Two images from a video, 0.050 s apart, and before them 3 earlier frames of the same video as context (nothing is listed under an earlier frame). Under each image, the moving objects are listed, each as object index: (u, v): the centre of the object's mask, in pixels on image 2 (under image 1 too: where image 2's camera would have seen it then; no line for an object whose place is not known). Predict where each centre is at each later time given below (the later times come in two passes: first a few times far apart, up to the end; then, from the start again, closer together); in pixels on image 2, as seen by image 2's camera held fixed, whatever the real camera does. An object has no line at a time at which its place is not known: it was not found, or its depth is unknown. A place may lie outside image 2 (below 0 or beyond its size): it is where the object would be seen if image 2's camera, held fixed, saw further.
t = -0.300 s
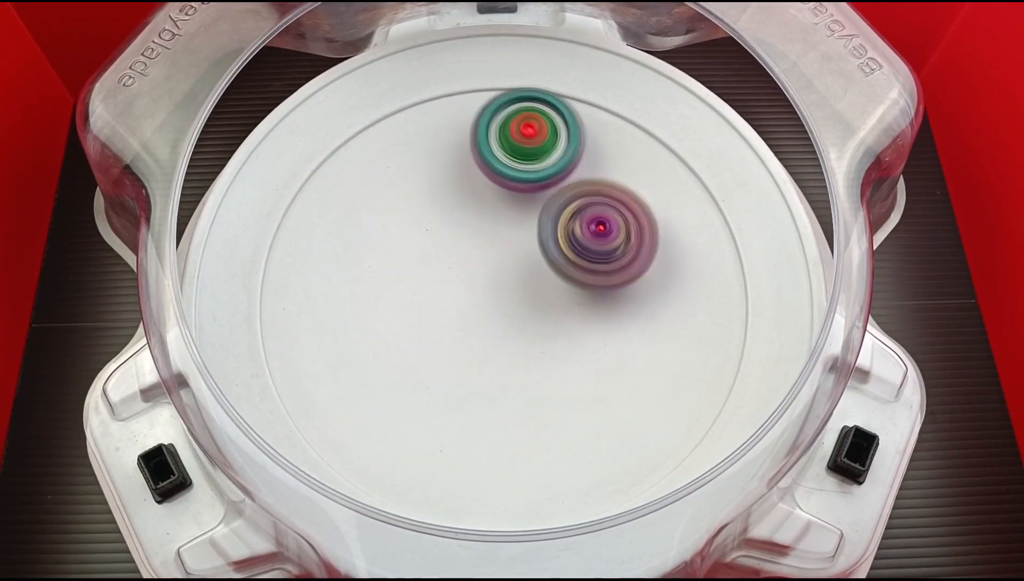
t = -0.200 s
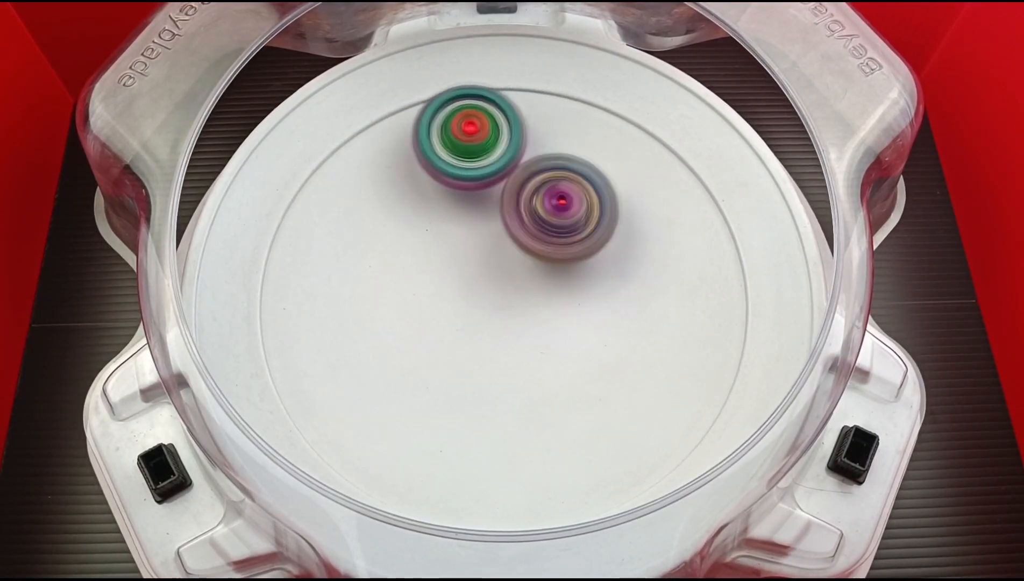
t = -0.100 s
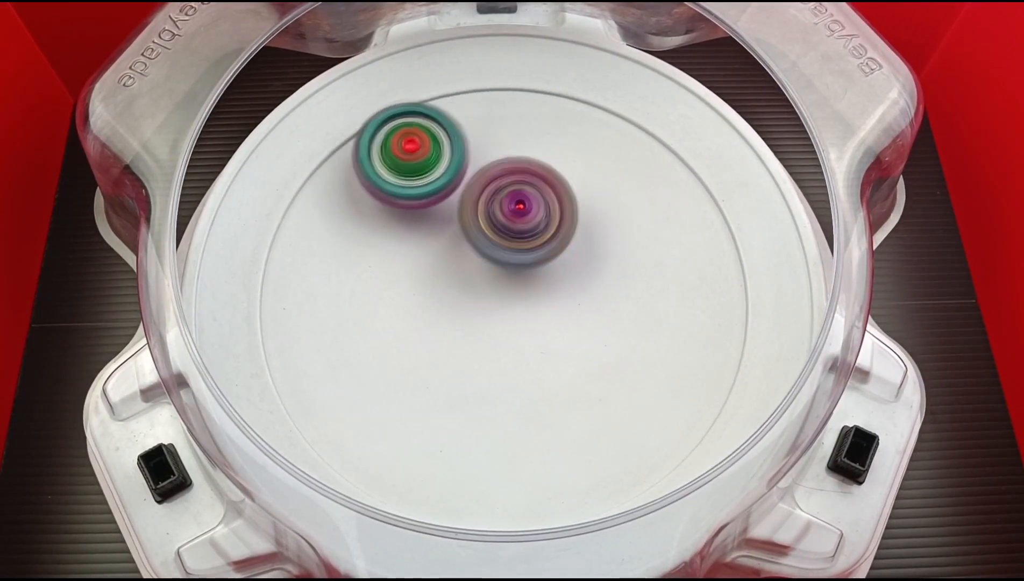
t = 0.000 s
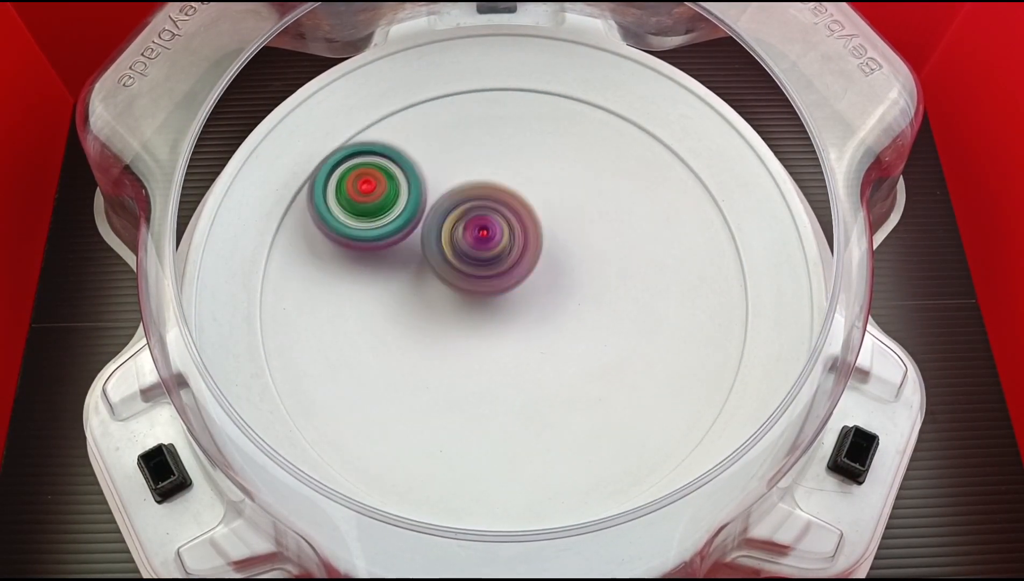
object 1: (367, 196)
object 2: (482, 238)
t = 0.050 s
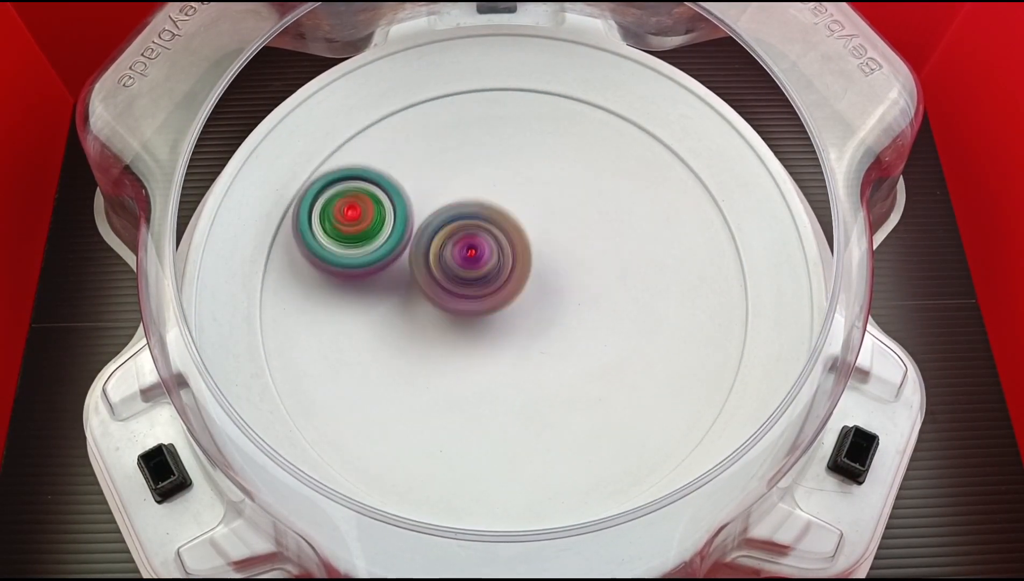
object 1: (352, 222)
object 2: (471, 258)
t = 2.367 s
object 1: (599, 382)
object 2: (457, 262)
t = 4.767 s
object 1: (397, 276)
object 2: (585, 280)
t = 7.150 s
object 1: (419, 321)
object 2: (538, 274)
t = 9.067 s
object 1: (541, 224)
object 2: (522, 337)
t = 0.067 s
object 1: (348, 231)
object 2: (469, 266)
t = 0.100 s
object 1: (342, 250)
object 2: (468, 280)
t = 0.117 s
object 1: (340, 260)
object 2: (469, 287)
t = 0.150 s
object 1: (342, 280)
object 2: (472, 300)
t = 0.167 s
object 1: (344, 290)
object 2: (474, 305)
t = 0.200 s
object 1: (351, 310)
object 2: (482, 315)
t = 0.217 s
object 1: (355, 319)
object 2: (486, 319)
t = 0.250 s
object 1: (365, 335)
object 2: (498, 326)
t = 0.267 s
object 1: (371, 344)
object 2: (505, 329)
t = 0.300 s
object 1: (387, 358)
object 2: (520, 332)
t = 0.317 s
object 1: (395, 364)
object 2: (528, 333)
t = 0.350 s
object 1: (413, 375)
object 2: (543, 332)
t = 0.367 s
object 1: (422, 379)
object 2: (551, 331)
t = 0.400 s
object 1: (443, 386)
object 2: (562, 327)
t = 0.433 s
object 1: (464, 390)
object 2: (575, 321)
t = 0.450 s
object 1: (473, 391)
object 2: (582, 316)
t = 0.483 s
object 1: (491, 393)
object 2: (594, 306)
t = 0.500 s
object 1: (501, 393)
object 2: (599, 301)
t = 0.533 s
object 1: (519, 392)
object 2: (606, 289)
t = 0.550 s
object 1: (528, 390)
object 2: (608, 283)
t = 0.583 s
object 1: (548, 385)
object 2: (609, 271)
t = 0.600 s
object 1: (558, 381)
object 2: (609, 266)
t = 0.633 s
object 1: (575, 373)
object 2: (604, 255)
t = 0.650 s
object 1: (581, 372)
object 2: (604, 245)
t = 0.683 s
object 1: (592, 367)
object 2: (600, 225)
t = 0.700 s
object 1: (598, 363)
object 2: (597, 217)
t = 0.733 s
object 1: (608, 353)
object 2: (589, 201)
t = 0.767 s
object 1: (617, 343)
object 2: (579, 189)
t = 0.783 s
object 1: (621, 337)
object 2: (572, 183)
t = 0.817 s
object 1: (627, 325)
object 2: (558, 175)
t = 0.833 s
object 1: (629, 318)
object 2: (549, 173)
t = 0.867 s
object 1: (630, 305)
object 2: (533, 171)
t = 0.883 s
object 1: (630, 299)
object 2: (524, 172)
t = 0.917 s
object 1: (628, 286)
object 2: (507, 175)
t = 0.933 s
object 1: (626, 279)
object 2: (498, 179)
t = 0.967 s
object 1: (621, 267)
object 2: (482, 187)
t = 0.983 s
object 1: (617, 261)
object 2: (475, 194)
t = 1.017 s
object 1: (609, 250)
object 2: (463, 206)
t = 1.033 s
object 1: (604, 245)
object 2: (458, 214)
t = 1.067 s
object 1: (594, 235)
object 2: (449, 230)
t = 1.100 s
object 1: (583, 228)
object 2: (446, 248)
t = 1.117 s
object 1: (577, 225)
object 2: (445, 257)
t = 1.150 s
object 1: (564, 220)
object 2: (447, 275)
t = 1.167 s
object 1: (558, 218)
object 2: (448, 284)
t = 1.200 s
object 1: (544, 215)
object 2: (456, 301)
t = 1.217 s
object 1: (537, 214)
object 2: (461, 310)
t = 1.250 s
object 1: (522, 213)
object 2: (473, 324)
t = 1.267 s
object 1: (515, 214)
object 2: (481, 331)
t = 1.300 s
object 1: (502, 216)
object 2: (496, 341)
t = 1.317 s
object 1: (495, 217)
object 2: (506, 346)
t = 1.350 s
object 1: (483, 221)
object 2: (524, 353)
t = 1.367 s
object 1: (478, 224)
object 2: (533, 355)
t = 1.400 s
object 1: (467, 230)
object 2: (551, 357)
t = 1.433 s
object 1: (457, 237)
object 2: (568, 357)
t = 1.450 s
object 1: (453, 241)
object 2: (576, 356)
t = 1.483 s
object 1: (444, 250)
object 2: (590, 350)
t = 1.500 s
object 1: (441, 254)
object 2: (596, 347)
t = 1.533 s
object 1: (434, 264)
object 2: (607, 340)
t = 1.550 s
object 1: (431, 269)
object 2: (611, 334)
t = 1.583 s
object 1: (426, 279)
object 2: (618, 323)
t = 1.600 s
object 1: (424, 284)
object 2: (620, 317)
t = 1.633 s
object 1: (422, 294)
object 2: (622, 303)
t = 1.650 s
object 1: (421, 300)
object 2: (621, 296)
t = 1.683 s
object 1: (421, 310)
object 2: (617, 282)
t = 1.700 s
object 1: (422, 314)
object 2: (614, 275)
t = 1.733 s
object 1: (424, 324)
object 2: (605, 263)
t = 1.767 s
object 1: (427, 332)
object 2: (593, 252)
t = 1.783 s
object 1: (429, 336)
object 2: (587, 247)
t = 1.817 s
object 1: (434, 344)
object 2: (572, 241)
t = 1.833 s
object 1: (437, 347)
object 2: (565, 237)
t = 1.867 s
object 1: (443, 353)
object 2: (551, 234)
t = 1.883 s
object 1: (446, 356)
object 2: (543, 233)
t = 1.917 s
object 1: (454, 360)
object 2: (529, 232)
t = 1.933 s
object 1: (457, 362)
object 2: (522, 234)
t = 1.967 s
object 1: (465, 365)
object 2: (508, 237)
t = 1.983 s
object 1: (469, 366)
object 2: (502, 240)
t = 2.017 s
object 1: (476, 369)
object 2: (491, 248)
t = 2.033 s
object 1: (479, 375)
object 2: (487, 246)
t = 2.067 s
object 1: (485, 384)
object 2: (481, 244)
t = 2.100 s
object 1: (494, 388)
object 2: (477, 247)
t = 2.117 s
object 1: (500, 388)
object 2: (475, 249)
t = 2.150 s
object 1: (512, 387)
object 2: (473, 255)
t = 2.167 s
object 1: (518, 386)
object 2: (472, 259)
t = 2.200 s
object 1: (530, 382)
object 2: (472, 268)
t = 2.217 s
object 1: (536, 380)
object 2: (472, 272)
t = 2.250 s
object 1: (553, 388)
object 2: (469, 269)
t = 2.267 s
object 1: (561, 391)
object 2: (466, 266)
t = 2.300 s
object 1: (577, 392)
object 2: (462, 262)
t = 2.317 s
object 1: (584, 391)
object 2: (461, 261)
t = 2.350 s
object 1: (594, 386)
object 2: (458, 262)
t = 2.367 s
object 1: (599, 382)
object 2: (457, 262)
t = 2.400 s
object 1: (606, 375)
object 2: (458, 266)
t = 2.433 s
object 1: (610, 366)
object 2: (458, 272)
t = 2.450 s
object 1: (612, 362)
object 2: (458, 275)
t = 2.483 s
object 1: (613, 352)
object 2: (461, 282)
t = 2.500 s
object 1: (612, 348)
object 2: (463, 286)
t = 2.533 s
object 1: (610, 338)
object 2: (466, 294)
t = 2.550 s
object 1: (608, 333)
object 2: (469, 298)
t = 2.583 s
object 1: (603, 324)
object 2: (474, 306)
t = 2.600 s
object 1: (603, 321)
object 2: (473, 307)
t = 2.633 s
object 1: (613, 317)
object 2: (459, 307)
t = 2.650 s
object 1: (616, 314)
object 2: (454, 306)
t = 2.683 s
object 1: (619, 306)
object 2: (445, 307)
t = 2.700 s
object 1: (619, 301)
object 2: (442, 307)
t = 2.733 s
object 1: (615, 292)
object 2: (437, 308)
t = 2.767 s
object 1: (609, 283)
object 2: (436, 310)
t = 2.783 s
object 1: (605, 280)
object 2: (436, 311)
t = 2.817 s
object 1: (595, 273)
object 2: (437, 313)
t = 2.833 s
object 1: (589, 270)
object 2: (438, 315)
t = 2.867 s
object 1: (576, 266)
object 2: (441, 317)
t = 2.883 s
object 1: (570, 265)
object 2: (444, 318)
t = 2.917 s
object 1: (557, 263)
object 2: (448, 321)
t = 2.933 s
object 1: (552, 262)
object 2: (449, 322)
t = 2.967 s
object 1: (553, 255)
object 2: (436, 331)
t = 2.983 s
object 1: (553, 252)
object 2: (430, 334)
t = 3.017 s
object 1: (551, 245)
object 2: (421, 342)
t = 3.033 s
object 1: (548, 242)
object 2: (417, 346)
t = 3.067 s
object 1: (541, 239)
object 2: (414, 351)
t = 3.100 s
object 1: (532, 237)
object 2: (415, 356)
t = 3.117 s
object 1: (527, 236)
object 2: (416, 357)
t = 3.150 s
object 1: (518, 237)
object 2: (421, 360)
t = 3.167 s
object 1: (513, 238)
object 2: (425, 361)
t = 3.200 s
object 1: (505, 241)
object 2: (432, 361)
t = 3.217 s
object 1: (501, 242)
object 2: (436, 362)
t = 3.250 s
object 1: (493, 246)
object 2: (444, 359)
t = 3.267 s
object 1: (489, 248)
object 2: (449, 358)
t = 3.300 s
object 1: (483, 251)
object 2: (456, 359)
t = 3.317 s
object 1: (483, 245)
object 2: (456, 366)
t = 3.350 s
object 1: (481, 236)
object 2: (457, 376)
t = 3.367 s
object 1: (481, 233)
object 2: (458, 381)
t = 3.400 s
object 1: (477, 230)
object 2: (462, 384)
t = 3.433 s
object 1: (472, 228)
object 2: (468, 384)
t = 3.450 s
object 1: (469, 228)
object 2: (471, 383)
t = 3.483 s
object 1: (462, 230)
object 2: (478, 380)
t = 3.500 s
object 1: (459, 231)
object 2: (481, 377)
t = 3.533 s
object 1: (455, 235)
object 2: (487, 371)
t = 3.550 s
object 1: (452, 237)
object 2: (489, 368)
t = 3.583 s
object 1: (449, 242)
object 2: (492, 358)
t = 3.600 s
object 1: (447, 244)
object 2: (494, 353)
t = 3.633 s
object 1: (442, 247)
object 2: (497, 347)
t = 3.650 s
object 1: (438, 240)
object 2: (501, 353)
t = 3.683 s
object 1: (431, 228)
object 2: (507, 362)
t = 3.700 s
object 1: (428, 225)
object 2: (510, 365)
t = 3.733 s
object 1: (421, 220)
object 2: (514, 367)
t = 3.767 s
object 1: (414, 221)
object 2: (516, 366)
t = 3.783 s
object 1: (411, 222)
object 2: (517, 364)
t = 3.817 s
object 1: (406, 226)
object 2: (518, 358)
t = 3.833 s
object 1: (404, 228)
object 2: (518, 355)
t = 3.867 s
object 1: (401, 233)
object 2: (518, 346)
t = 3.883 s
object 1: (400, 236)
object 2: (518, 342)
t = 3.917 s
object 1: (400, 243)
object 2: (517, 333)
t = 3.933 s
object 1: (400, 246)
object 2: (516, 329)
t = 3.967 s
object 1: (402, 252)
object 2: (514, 322)
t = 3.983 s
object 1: (402, 255)
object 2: (512, 318)
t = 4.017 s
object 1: (401, 257)
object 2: (513, 315)
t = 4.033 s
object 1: (396, 255)
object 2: (517, 316)
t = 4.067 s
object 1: (390, 255)
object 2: (523, 318)
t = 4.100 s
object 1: (389, 257)
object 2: (526, 319)
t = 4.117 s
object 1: (391, 258)
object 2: (526, 318)
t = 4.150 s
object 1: (395, 261)
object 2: (526, 316)
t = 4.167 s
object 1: (398, 263)
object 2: (525, 315)
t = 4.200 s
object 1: (403, 265)
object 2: (523, 312)
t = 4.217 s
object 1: (406, 267)
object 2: (521, 310)
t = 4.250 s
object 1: (390, 251)
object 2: (542, 325)
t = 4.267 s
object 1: (377, 238)
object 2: (561, 337)
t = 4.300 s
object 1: (353, 213)
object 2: (597, 358)
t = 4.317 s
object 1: (344, 203)
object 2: (613, 367)
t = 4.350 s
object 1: (329, 187)
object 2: (642, 381)
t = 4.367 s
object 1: (324, 181)
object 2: (654, 385)
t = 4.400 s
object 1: (316, 175)
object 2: (674, 389)
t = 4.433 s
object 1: (310, 175)
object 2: (686, 388)
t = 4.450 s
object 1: (308, 176)
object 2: (689, 385)
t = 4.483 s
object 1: (307, 182)
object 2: (691, 379)
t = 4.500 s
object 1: (307, 185)
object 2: (690, 375)
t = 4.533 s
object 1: (308, 195)
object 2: (686, 367)
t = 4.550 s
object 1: (311, 200)
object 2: (683, 362)
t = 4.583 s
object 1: (316, 211)
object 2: (673, 351)
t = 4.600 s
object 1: (320, 216)
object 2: (667, 345)
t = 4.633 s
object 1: (331, 229)
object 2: (653, 332)
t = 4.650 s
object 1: (336, 235)
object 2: (646, 326)
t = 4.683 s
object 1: (351, 248)
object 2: (630, 311)
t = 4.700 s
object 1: (360, 255)
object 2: (621, 304)
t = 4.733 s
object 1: (378, 266)
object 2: (603, 291)
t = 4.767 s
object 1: (397, 276)
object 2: (585, 280)
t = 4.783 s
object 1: (408, 281)
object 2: (576, 275)
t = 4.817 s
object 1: (428, 287)
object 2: (558, 266)
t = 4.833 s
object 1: (433, 290)
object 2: (555, 262)
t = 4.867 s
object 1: (428, 294)
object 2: (565, 254)
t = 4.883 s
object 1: (428, 296)
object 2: (568, 251)
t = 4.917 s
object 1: (429, 297)
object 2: (573, 246)
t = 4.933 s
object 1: (432, 298)
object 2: (574, 245)
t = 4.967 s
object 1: (440, 297)
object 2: (573, 244)
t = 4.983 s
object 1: (444, 296)
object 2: (572, 244)
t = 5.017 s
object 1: (454, 294)
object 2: (569, 244)
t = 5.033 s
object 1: (454, 293)
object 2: (572, 243)
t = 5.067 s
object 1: (455, 292)
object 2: (576, 241)
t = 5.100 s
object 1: (460, 290)
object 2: (578, 241)
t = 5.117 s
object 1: (462, 290)
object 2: (578, 242)
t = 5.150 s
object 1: (442, 294)
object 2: (603, 236)
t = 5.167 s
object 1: (432, 295)
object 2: (614, 233)
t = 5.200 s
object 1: (416, 299)
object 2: (634, 229)
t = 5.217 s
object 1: (409, 301)
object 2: (640, 226)
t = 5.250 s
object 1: (401, 305)
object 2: (647, 223)
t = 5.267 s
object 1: (399, 307)
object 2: (649, 222)
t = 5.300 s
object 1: (400, 310)
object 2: (648, 221)
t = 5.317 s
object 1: (401, 312)
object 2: (647, 221)
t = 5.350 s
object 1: (408, 315)
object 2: (641, 222)
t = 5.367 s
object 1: (411, 316)
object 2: (637, 222)
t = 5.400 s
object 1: (420, 318)
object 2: (628, 223)
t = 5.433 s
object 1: (428, 318)
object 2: (617, 225)
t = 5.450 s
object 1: (433, 319)
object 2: (611, 226)
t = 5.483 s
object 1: (442, 318)
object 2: (599, 231)
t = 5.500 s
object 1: (447, 318)
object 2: (593, 233)
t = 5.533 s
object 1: (456, 316)
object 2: (580, 237)
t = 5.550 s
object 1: (460, 315)
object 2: (574, 239)
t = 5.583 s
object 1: (457, 318)
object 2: (570, 239)
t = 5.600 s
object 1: (449, 321)
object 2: (575, 237)
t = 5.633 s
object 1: (432, 329)
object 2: (584, 234)
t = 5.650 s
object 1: (426, 332)
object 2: (587, 233)
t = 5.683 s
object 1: (417, 338)
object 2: (590, 232)
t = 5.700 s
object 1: (415, 341)
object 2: (590, 233)
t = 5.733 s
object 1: (414, 346)
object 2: (588, 234)
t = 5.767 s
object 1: (418, 351)
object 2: (584, 237)
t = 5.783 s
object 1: (420, 353)
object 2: (582, 238)
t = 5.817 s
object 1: (425, 357)
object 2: (578, 241)
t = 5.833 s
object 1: (429, 358)
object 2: (575, 244)
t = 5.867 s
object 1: (435, 360)
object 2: (569, 247)
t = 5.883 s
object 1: (439, 360)
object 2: (565, 249)
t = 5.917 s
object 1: (446, 360)
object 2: (560, 255)
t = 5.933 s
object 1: (450, 360)
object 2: (557, 257)
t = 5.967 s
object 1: (456, 358)
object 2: (551, 262)
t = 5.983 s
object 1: (460, 357)
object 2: (548, 264)
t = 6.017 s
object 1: (460, 359)
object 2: (548, 267)
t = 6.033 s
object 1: (461, 360)
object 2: (549, 267)
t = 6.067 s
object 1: (464, 361)
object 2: (551, 269)
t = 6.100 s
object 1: (467, 364)
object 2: (554, 269)
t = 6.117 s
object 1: (465, 366)
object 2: (557, 267)
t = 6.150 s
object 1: (468, 369)
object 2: (562, 267)
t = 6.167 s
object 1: (469, 369)
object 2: (564, 267)
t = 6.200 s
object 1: (474, 370)
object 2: (565, 268)
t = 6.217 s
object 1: (476, 369)
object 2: (565, 268)
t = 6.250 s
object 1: (481, 367)
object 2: (563, 270)
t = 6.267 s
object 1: (481, 366)
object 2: (563, 271)
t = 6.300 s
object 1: (469, 374)
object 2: (575, 262)
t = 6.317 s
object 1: (464, 376)
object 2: (580, 258)
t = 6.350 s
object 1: (459, 379)
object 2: (585, 252)
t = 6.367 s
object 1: (458, 380)
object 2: (587, 251)
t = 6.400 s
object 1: (458, 381)
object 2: (588, 249)
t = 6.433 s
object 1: (459, 381)
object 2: (587, 248)
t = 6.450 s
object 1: (459, 380)
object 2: (585, 248)
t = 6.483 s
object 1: (461, 377)
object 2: (581, 251)
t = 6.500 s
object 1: (461, 375)
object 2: (578, 252)
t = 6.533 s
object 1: (462, 371)
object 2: (572, 255)
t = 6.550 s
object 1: (462, 369)
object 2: (568, 256)
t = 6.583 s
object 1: (463, 364)
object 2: (561, 261)
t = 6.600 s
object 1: (463, 361)
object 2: (557, 263)
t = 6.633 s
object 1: (463, 356)
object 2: (550, 266)
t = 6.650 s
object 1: (460, 356)
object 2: (549, 266)
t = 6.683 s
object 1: (455, 356)
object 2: (550, 265)
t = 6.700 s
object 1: (453, 355)
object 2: (549, 265)
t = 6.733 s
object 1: (452, 353)
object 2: (548, 265)
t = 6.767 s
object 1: (451, 351)
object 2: (546, 267)
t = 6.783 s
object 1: (451, 349)
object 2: (545, 267)
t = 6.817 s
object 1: (441, 350)
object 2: (553, 263)
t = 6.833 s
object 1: (438, 350)
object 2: (555, 261)
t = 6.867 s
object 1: (432, 350)
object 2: (559, 260)
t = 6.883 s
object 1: (431, 350)
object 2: (560, 260)
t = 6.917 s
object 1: (429, 348)
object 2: (560, 260)
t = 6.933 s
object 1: (428, 346)
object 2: (559, 261)
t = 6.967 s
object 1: (428, 343)
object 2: (557, 263)
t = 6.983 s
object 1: (427, 341)
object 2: (555, 264)
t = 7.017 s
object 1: (427, 337)
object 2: (550, 266)
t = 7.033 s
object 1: (427, 335)
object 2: (548, 268)
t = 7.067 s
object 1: (427, 329)
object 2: (543, 271)
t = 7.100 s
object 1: (425, 325)
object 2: (539, 272)
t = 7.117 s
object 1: (421, 324)
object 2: (539, 273)
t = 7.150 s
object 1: (419, 321)
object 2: (538, 274)
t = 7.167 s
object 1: (417, 320)
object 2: (538, 273)
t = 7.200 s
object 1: (410, 317)
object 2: (542, 274)
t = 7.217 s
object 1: (403, 317)
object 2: (548, 272)
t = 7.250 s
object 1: (391, 317)
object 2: (558, 271)
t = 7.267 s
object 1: (388, 317)
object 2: (561, 270)
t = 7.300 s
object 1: (383, 317)
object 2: (566, 270)
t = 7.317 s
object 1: (382, 317)
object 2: (567, 270)
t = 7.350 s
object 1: (381, 315)
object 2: (565, 271)
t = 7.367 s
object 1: (381, 314)
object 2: (565, 271)
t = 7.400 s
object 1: (380, 312)
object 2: (563, 272)
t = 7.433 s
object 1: (380, 309)
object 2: (557, 274)
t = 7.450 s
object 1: (381, 308)
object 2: (556, 275)
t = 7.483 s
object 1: (382, 306)
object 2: (550, 275)
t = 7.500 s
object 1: (383, 304)
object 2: (547, 276)
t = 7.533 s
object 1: (385, 302)
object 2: (541, 278)
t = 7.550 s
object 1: (387, 300)
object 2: (539, 278)
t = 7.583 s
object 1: (390, 297)
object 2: (532, 279)
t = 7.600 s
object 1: (391, 295)
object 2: (530, 280)
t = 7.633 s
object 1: (395, 291)
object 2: (525, 281)
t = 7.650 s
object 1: (397, 290)
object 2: (523, 281)
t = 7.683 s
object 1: (384, 283)
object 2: (537, 287)
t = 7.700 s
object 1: (377, 279)
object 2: (548, 289)
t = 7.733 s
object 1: (364, 272)
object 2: (565, 294)
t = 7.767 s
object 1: (358, 267)
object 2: (579, 298)
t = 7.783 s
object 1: (357, 266)
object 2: (583, 299)
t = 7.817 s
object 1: (357, 264)
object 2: (588, 300)
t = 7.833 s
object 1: (357, 263)
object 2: (590, 300)
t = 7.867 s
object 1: (360, 263)
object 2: (591, 299)
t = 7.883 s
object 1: (362, 262)
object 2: (590, 298)
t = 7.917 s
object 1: (366, 261)
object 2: (588, 296)
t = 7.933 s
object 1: (370, 261)
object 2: (587, 295)
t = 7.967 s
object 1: (376, 260)
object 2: (583, 293)
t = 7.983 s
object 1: (379, 259)
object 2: (582, 292)
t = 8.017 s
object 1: (386, 258)
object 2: (577, 290)
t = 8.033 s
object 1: (389, 257)
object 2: (575, 291)
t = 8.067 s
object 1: (397, 256)
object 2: (570, 289)
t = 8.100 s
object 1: (405, 255)
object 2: (564, 289)
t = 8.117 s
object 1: (407, 254)
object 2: (562, 288)
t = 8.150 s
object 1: (415, 252)
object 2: (556, 287)
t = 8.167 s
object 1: (418, 251)
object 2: (553, 288)
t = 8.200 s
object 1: (425, 249)
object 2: (548, 288)
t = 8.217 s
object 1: (430, 249)
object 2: (546, 287)
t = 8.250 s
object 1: (430, 242)
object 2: (550, 296)
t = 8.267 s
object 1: (429, 237)
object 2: (554, 301)
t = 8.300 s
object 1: (429, 232)
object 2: (559, 309)
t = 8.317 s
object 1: (429, 232)
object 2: (561, 313)
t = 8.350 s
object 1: (432, 231)
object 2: (563, 317)
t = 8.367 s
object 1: (436, 232)
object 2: (563, 320)
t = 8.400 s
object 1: (442, 233)
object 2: (563, 322)
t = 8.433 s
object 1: (450, 234)
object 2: (562, 323)
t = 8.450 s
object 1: (454, 234)
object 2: (562, 323)
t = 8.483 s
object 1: (462, 234)
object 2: (559, 323)
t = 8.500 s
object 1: (466, 234)
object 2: (559, 324)
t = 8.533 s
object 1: (474, 234)
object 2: (557, 323)
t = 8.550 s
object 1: (478, 234)
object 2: (554, 323)
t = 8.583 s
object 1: (486, 232)
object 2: (553, 325)
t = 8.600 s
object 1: (487, 216)
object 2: (558, 343)
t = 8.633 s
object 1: (488, 205)
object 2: (562, 356)
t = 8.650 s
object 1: (488, 201)
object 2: (562, 360)
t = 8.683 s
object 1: (491, 196)
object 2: (563, 366)
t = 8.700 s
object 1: (492, 194)
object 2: (562, 369)
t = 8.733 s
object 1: (494, 194)
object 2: (560, 370)
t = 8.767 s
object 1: (499, 195)
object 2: (558, 369)
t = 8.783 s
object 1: (501, 196)
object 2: (556, 369)
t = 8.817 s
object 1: (506, 198)
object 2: (554, 366)
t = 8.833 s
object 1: (509, 199)
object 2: (551, 364)
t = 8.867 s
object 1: (513, 202)
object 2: (548, 361)
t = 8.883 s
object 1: (516, 203)
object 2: (546, 359)
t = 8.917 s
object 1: (521, 206)
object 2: (542, 355)
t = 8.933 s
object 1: (523, 207)
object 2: (540, 354)
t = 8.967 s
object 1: (527, 211)
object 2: (536, 349)
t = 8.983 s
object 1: (530, 213)
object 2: (533, 348)
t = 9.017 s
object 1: (535, 217)
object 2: (529, 343)
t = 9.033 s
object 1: (537, 219)
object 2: (527, 341)
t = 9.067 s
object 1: (541, 224)
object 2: (522, 337)
